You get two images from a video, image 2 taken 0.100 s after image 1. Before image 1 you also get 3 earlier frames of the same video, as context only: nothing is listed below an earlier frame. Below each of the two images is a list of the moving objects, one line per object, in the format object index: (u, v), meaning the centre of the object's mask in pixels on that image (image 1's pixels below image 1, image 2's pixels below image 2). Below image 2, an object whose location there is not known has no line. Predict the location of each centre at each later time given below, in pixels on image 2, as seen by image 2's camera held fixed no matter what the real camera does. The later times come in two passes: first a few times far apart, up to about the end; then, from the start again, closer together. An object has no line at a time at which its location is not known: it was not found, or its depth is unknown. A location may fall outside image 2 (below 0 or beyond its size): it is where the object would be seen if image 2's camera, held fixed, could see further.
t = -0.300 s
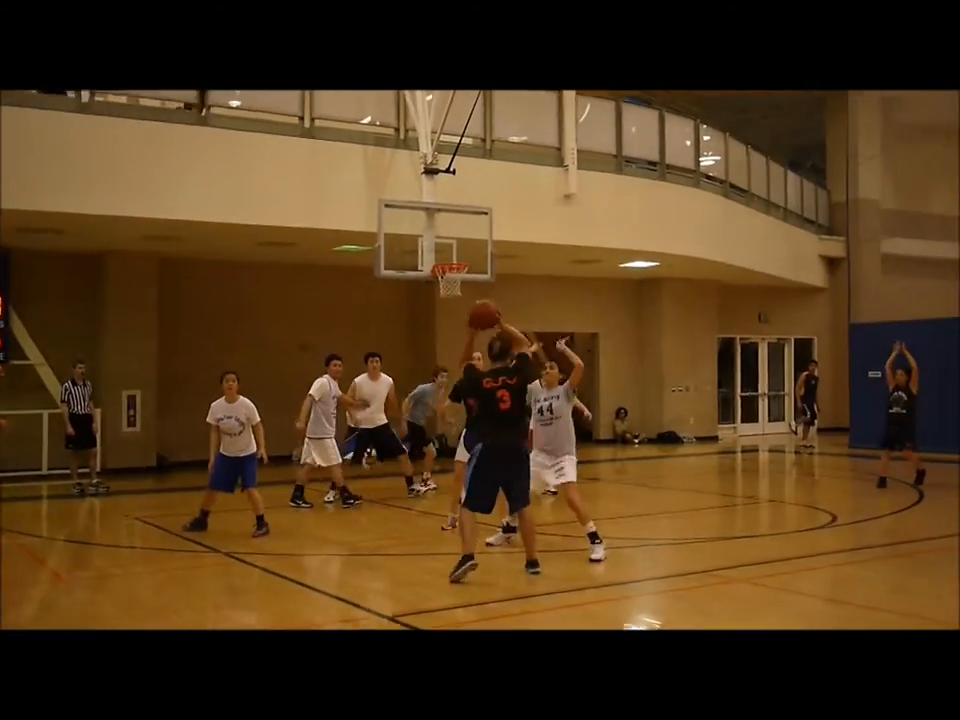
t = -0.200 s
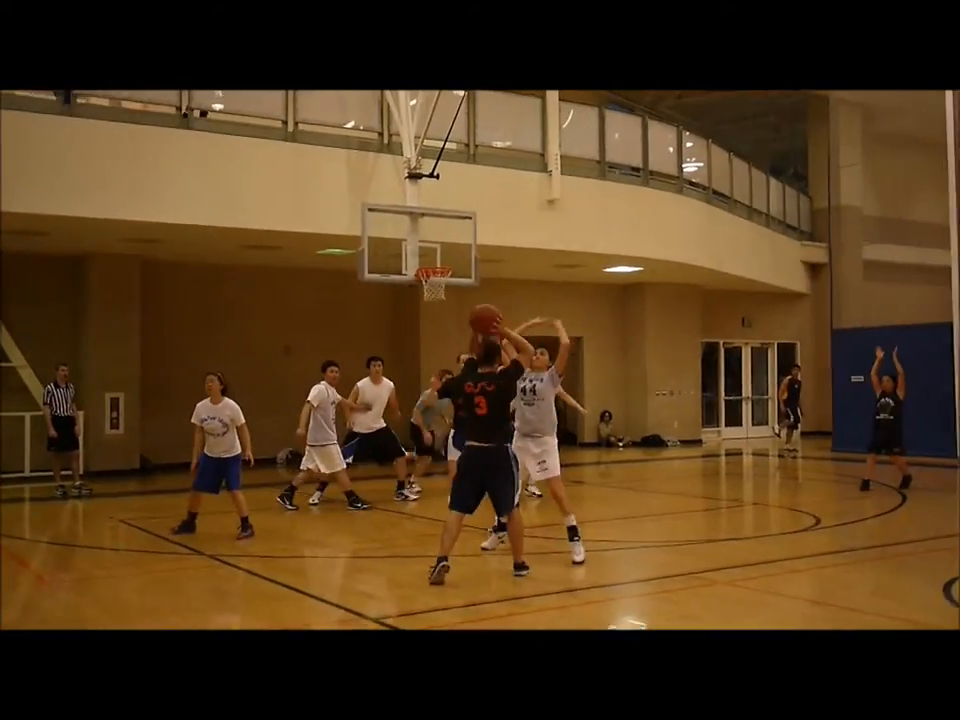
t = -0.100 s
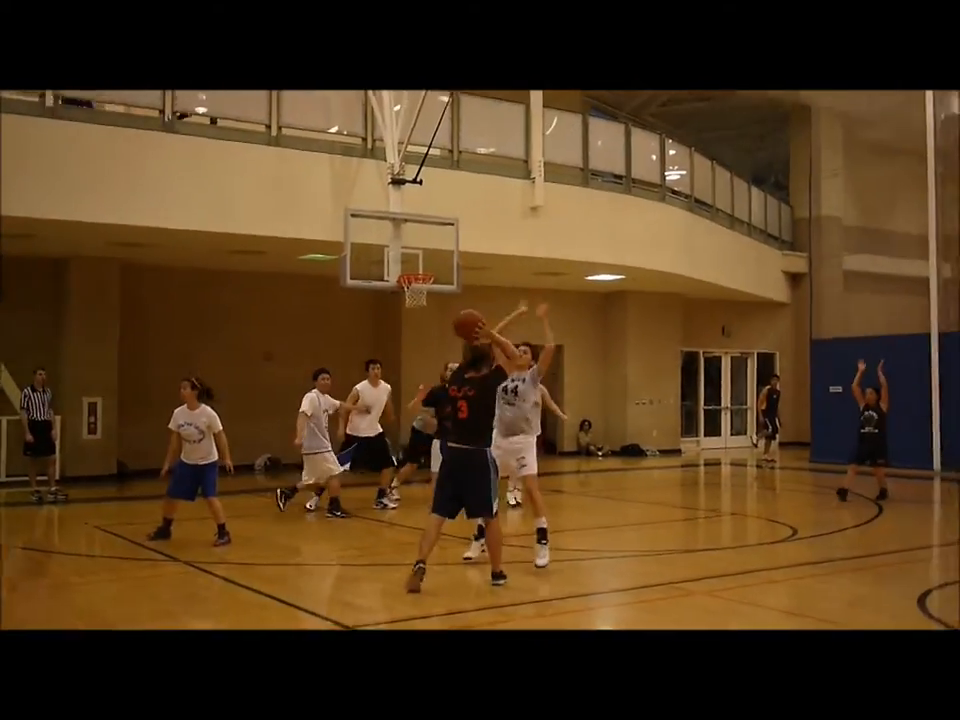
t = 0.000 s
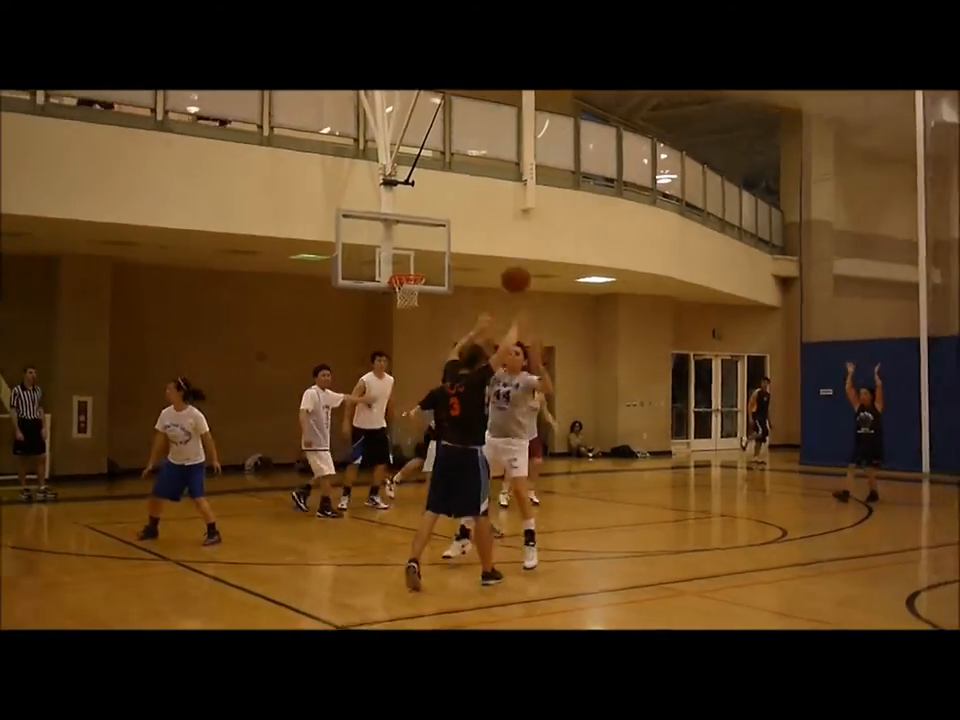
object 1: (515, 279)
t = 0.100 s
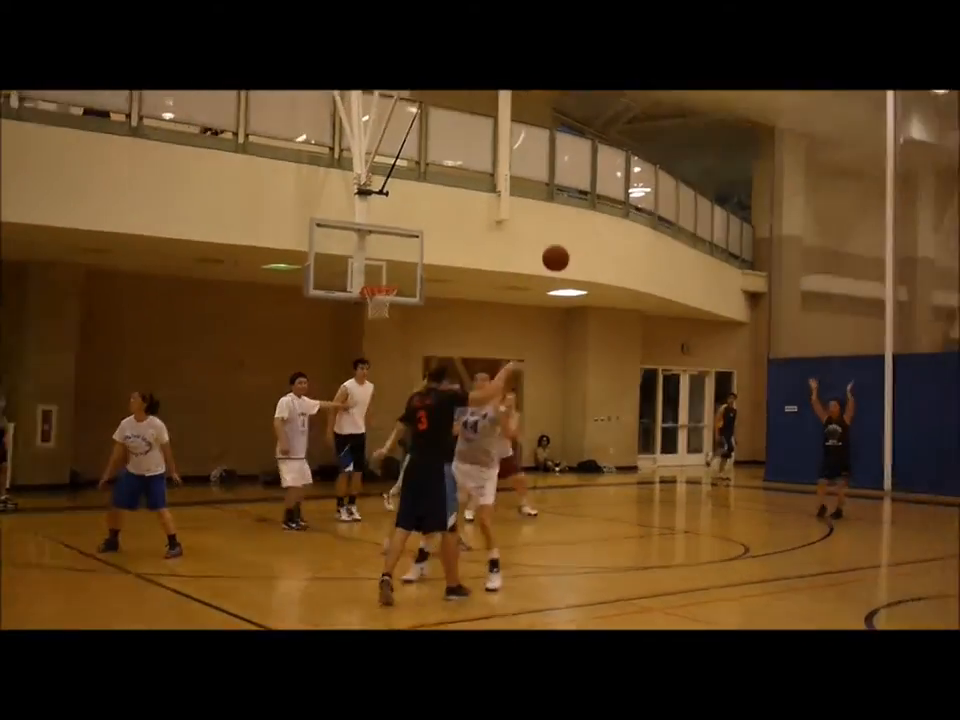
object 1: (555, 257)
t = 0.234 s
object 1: (631, 240)
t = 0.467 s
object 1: (731, 254)
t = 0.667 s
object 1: (795, 304)
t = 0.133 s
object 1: (576, 250)
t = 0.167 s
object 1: (596, 245)
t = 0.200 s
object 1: (613, 242)
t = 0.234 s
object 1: (631, 240)
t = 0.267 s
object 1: (649, 238)
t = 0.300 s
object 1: (664, 239)
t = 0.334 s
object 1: (678, 242)
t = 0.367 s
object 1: (692, 244)
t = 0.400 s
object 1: (705, 247)
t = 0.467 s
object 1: (731, 254)
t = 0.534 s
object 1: (753, 266)
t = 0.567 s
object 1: (764, 275)
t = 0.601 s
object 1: (775, 284)
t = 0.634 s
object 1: (785, 294)
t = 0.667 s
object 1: (795, 304)
